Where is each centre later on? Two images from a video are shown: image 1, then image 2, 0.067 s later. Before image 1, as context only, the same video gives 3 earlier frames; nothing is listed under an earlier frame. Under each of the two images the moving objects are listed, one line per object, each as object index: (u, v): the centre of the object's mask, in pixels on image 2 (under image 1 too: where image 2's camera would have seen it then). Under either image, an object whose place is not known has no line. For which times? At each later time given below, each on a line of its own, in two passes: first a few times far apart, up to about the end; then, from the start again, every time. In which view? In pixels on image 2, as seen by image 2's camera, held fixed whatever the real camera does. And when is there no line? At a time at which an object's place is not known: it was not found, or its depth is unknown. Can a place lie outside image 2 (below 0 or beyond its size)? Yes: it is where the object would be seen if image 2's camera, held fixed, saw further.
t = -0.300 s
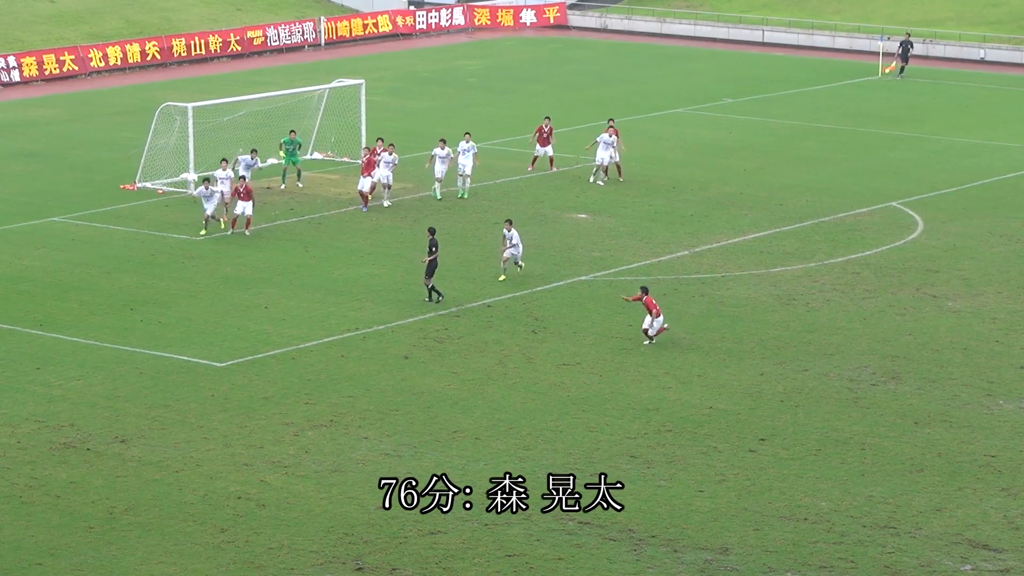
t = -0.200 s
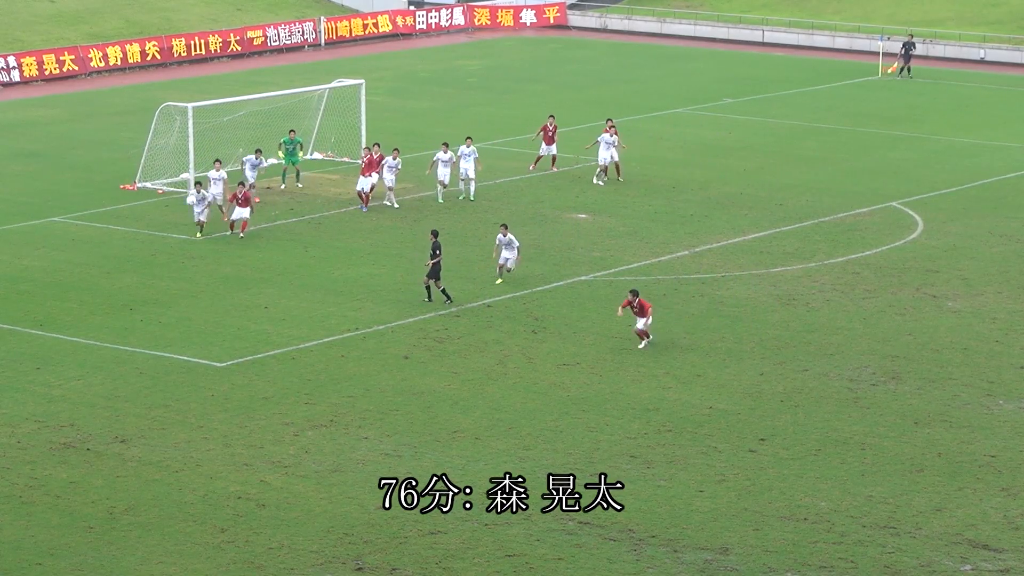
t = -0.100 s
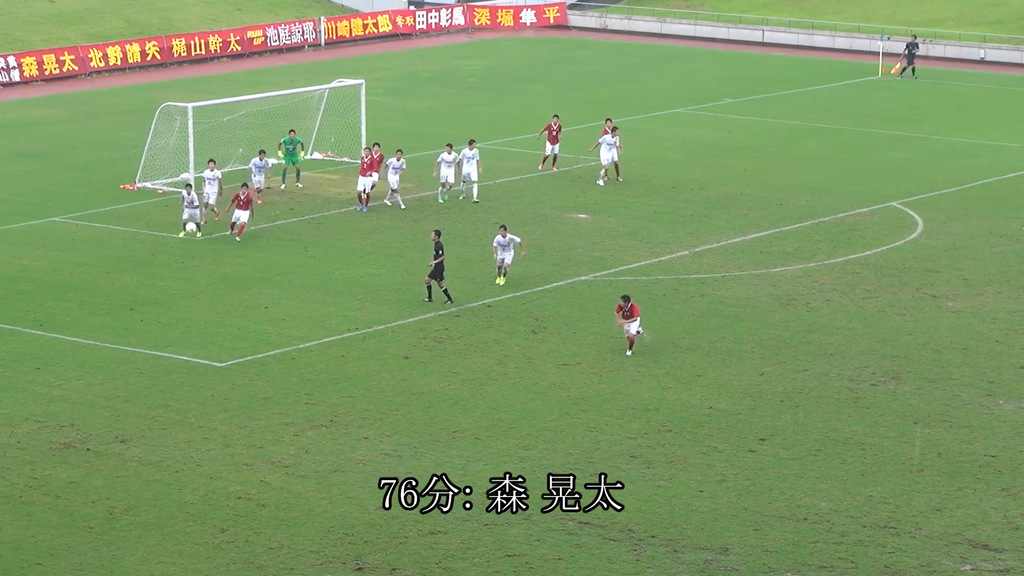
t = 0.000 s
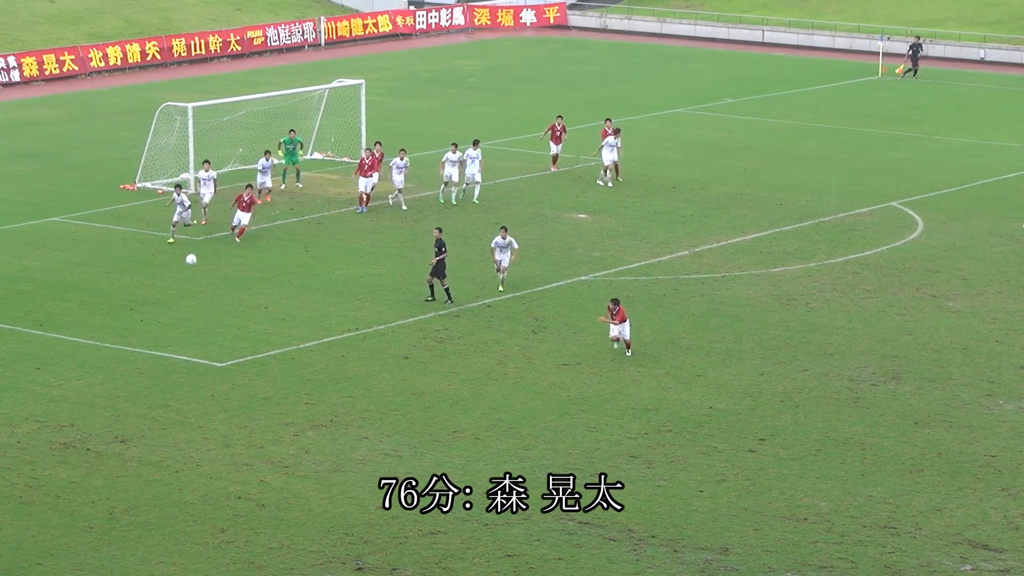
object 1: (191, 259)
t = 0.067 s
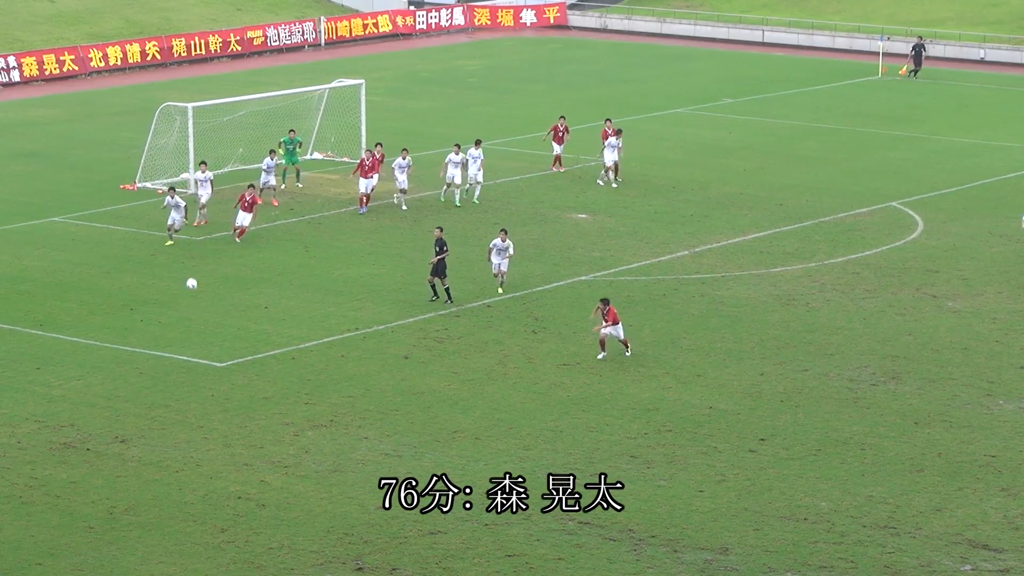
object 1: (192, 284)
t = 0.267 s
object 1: (196, 371)
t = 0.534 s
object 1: (203, 380)
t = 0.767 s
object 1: (212, 403)
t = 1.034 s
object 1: (225, 460)
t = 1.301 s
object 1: (230, 471)
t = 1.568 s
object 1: (231, 479)
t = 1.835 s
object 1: (233, 486)
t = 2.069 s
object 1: (236, 493)
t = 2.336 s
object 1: (238, 499)
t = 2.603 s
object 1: (240, 505)
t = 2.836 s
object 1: (240, 508)
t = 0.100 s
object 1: (192, 296)
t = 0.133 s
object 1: (193, 310)
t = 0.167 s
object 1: (193, 324)
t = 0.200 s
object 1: (194, 339)
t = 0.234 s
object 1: (195, 355)
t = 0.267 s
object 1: (196, 371)
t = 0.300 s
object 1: (197, 385)
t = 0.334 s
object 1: (198, 383)
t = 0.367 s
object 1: (198, 381)
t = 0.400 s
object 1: (199, 380)
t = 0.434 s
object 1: (200, 379)
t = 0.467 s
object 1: (201, 379)
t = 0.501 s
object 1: (202, 379)
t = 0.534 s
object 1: (203, 380)
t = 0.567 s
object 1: (204, 382)
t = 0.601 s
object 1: (205, 384)
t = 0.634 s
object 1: (207, 387)
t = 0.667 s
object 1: (208, 390)
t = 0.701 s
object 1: (209, 394)
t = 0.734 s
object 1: (211, 398)
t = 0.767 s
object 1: (212, 403)
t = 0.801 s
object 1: (214, 409)
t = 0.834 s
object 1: (215, 415)
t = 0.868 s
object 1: (216, 422)
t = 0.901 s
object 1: (218, 430)
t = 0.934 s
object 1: (220, 438)
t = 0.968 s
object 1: (222, 446)
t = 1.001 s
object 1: (223, 456)
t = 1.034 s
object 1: (225, 460)
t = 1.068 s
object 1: (227, 461)
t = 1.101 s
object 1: (227, 463)
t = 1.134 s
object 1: (228, 465)
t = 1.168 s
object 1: (229, 466)
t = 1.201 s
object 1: (229, 467)
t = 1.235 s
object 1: (229, 469)
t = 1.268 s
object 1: (229, 470)
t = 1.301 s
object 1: (230, 471)
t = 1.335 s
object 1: (230, 472)
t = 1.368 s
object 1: (230, 473)
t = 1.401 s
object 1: (231, 474)
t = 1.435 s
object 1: (231, 475)
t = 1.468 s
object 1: (231, 476)
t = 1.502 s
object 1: (231, 478)
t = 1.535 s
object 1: (231, 479)
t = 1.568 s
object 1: (231, 479)
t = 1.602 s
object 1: (231, 480)
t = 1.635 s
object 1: (232, 481)
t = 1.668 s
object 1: (232, 483)
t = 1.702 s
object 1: (232, 484)
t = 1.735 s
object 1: (232, 484)
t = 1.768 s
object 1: (233, 484)
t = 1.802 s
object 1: (233, 485)
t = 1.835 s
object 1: (233, 486)
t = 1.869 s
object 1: (234, 488)
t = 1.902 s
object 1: (234, 488)
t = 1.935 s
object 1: (234, 489)
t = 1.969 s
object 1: (234, 490)
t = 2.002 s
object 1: (235, 491)
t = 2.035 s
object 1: (236, 492)
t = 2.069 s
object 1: (236, 493)
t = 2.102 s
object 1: (236, 494)
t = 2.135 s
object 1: (237, 495)
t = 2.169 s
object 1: (237, 495)
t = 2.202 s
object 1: (237, 496)
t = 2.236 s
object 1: (238, 497)
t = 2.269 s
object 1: (238, 497)
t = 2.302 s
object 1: (238, 498)
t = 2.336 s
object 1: (238, 499)
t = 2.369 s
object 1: (238, 499)
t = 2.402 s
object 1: (238, 501)
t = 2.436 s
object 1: (239, 501)
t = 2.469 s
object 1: (239, 502)
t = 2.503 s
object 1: (239, 502)
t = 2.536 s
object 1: (239, 503)
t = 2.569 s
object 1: (239, 504)
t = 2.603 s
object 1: (240, 505)
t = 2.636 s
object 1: (240, 505)
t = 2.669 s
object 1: (240, 505)
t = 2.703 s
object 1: (240, 506)
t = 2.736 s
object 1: (240, 507)
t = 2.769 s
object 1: (240, 507)
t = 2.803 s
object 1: (240, 508)
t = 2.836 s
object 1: (240, 508)
